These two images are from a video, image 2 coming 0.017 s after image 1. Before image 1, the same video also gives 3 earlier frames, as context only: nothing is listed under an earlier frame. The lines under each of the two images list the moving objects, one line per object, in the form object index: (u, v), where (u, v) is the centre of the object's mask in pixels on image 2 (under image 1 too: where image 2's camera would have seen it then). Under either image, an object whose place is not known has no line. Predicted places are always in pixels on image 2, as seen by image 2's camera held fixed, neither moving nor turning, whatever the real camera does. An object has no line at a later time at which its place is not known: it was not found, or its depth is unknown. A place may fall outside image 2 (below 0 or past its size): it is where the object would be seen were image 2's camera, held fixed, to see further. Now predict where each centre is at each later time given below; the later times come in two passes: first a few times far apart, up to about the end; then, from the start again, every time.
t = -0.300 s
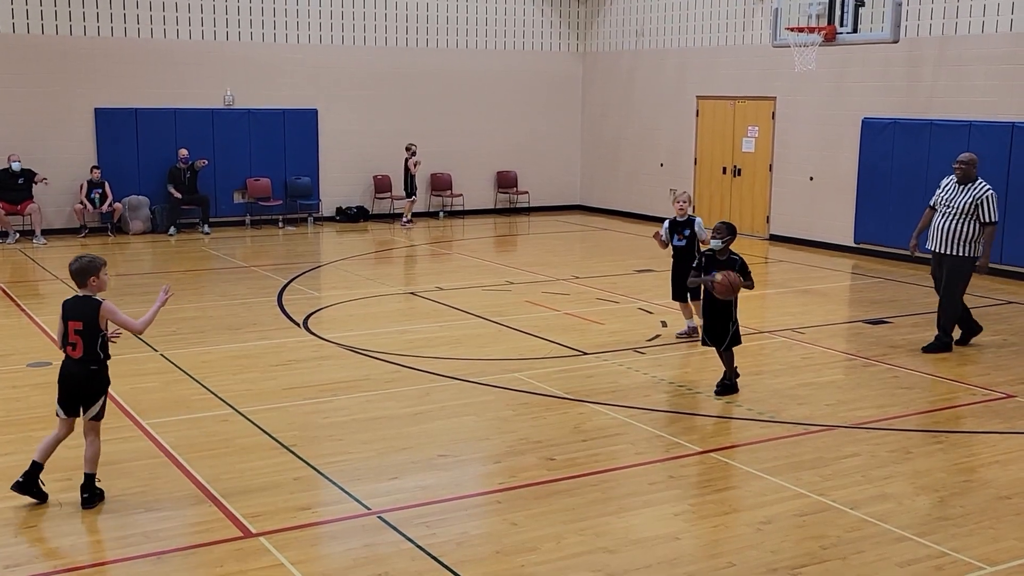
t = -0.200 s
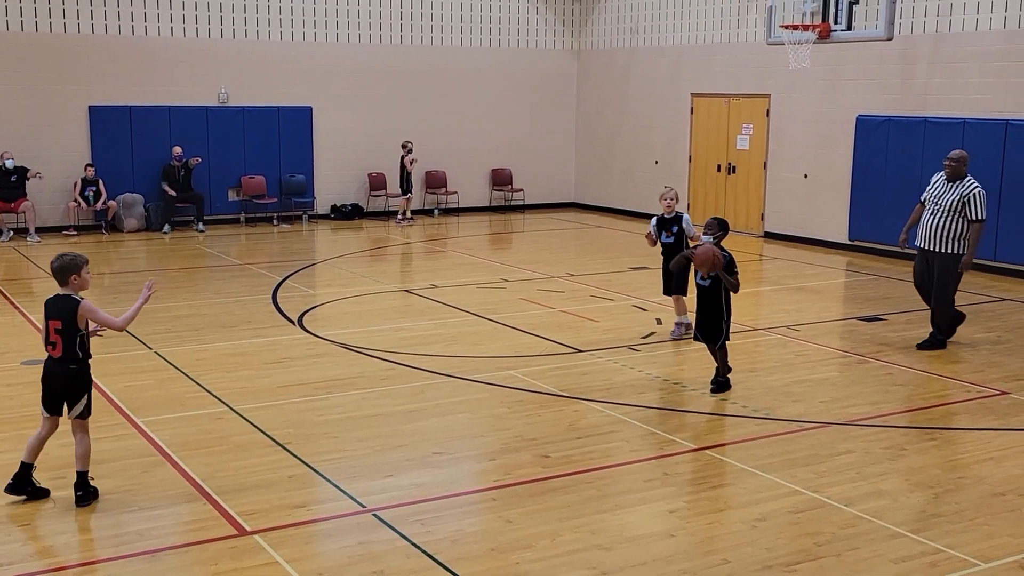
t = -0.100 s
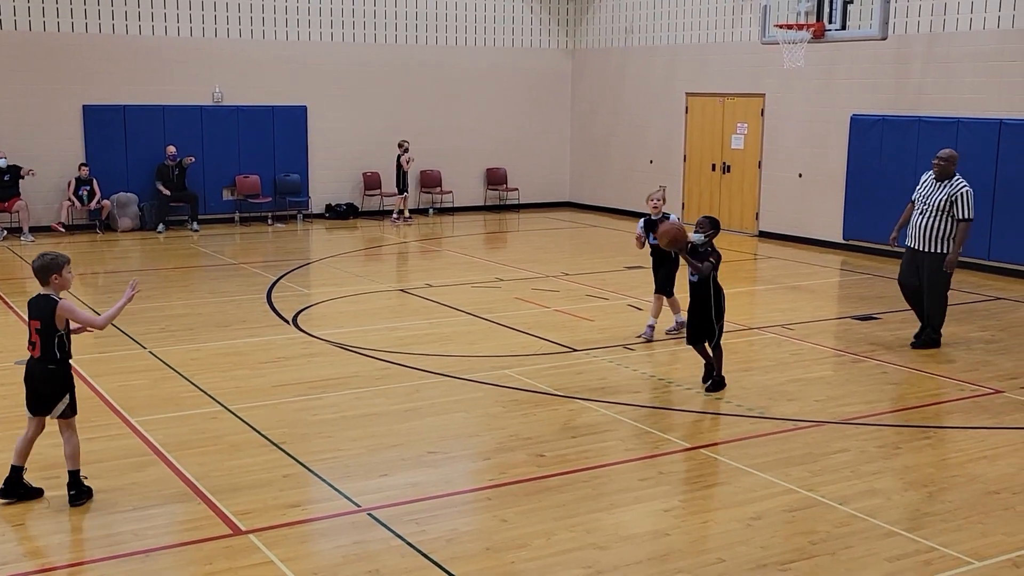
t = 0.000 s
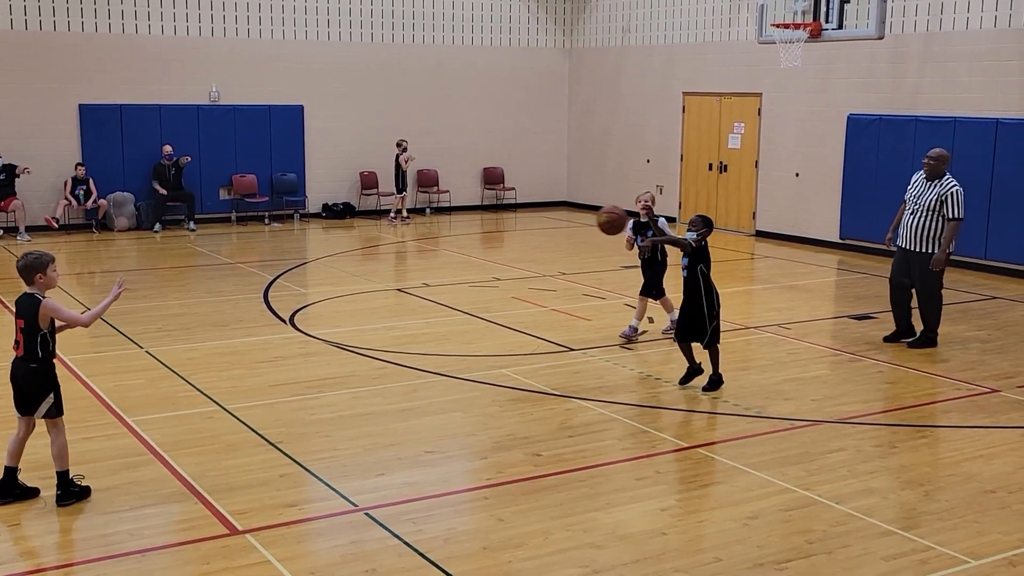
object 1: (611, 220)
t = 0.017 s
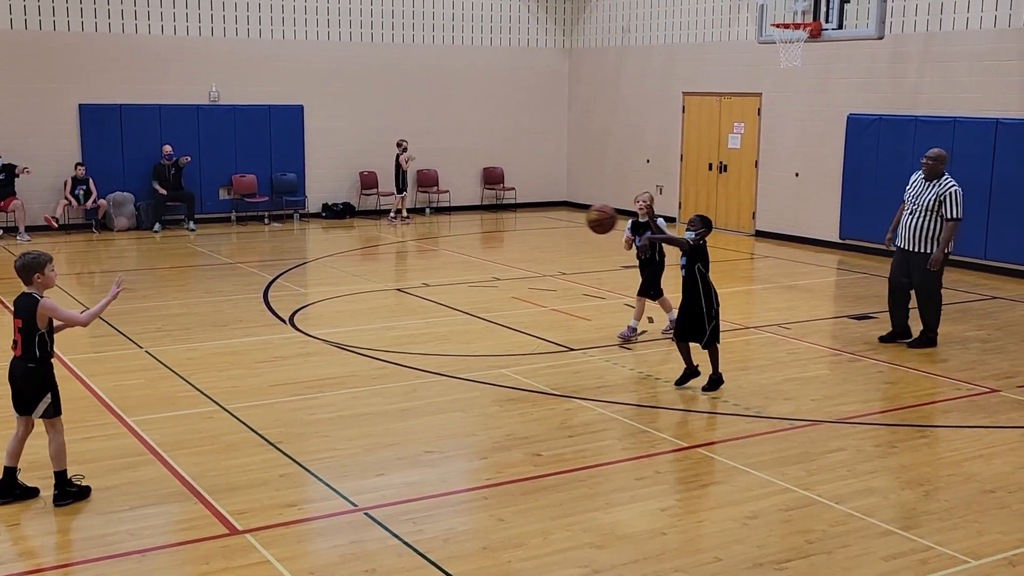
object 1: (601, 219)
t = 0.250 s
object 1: (450, 245)
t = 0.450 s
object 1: (306, 336)
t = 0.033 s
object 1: (591, 219)
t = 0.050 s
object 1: (581, 218)
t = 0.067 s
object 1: (570, 218)
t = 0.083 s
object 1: (560, 218)
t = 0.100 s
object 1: (549, 219)
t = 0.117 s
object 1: (539, 220)
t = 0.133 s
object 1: (528, 222)
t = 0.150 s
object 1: (517, 224)
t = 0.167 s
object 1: (506, 226)
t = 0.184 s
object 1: (495, 230)
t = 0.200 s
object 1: (484, 233)
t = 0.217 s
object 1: (472, 237)
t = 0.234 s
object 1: (461, 241)
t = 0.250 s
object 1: (450, 245)
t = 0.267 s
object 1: (438, 250)
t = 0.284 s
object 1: (427, 255)
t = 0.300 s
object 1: (415, 261)
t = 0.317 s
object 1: (403, 268)
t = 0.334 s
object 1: (391, 275)
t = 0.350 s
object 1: (379, 282)
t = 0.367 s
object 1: (367, 290)
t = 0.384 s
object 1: (355, 298)
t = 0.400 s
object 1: (343, 306)
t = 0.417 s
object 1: (331, 316)
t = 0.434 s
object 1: (318, 326)
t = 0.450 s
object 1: (306, 336)
